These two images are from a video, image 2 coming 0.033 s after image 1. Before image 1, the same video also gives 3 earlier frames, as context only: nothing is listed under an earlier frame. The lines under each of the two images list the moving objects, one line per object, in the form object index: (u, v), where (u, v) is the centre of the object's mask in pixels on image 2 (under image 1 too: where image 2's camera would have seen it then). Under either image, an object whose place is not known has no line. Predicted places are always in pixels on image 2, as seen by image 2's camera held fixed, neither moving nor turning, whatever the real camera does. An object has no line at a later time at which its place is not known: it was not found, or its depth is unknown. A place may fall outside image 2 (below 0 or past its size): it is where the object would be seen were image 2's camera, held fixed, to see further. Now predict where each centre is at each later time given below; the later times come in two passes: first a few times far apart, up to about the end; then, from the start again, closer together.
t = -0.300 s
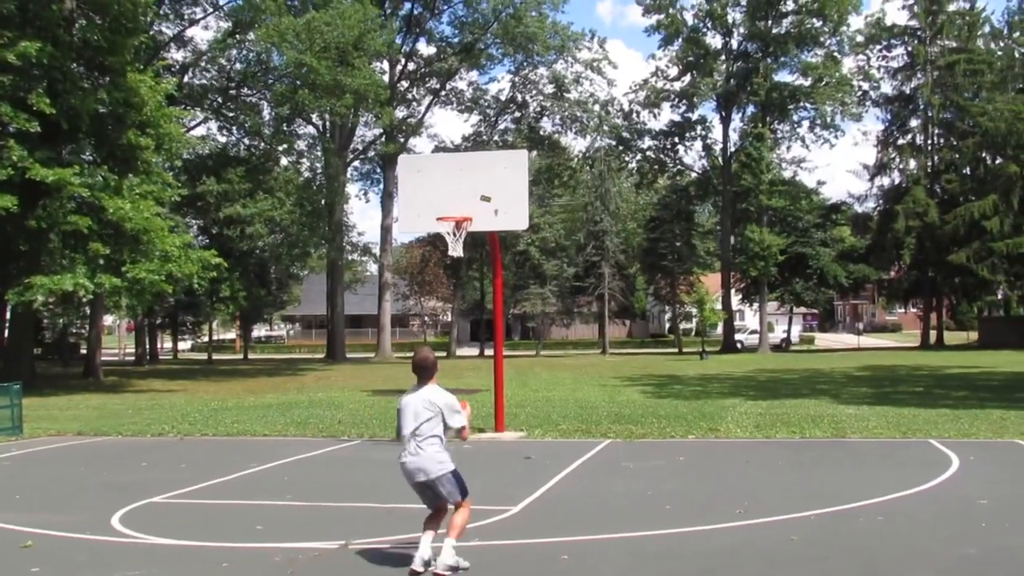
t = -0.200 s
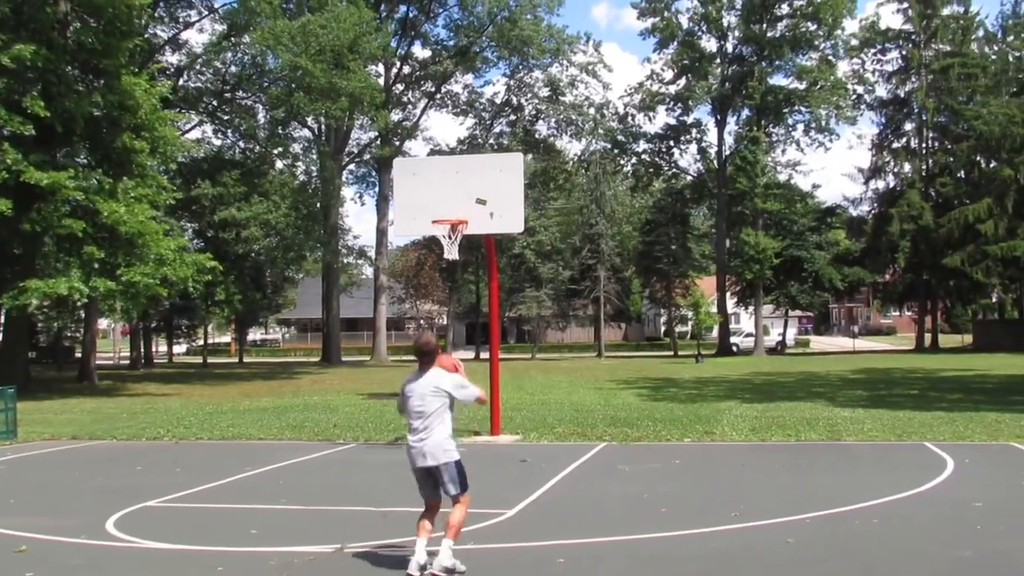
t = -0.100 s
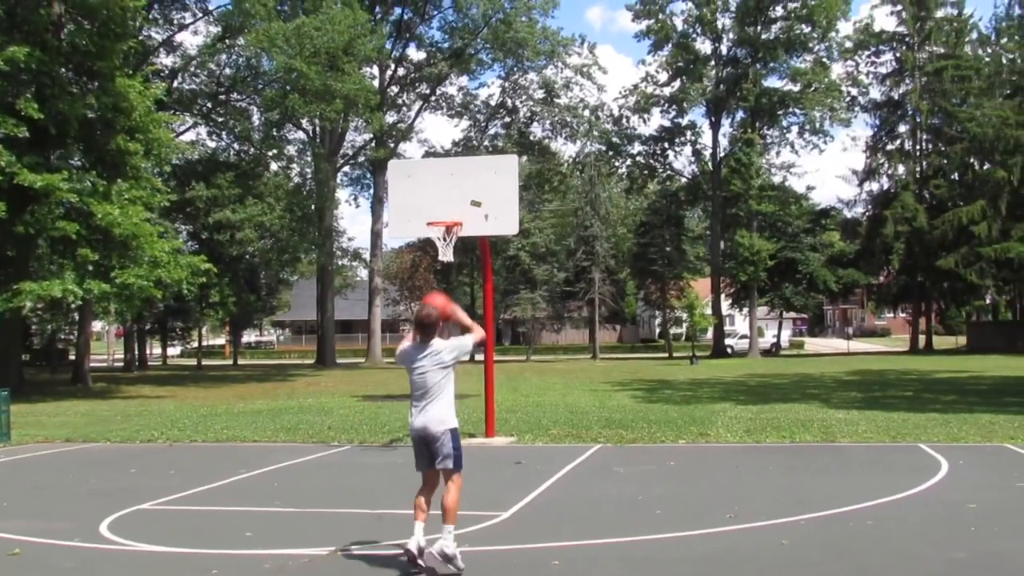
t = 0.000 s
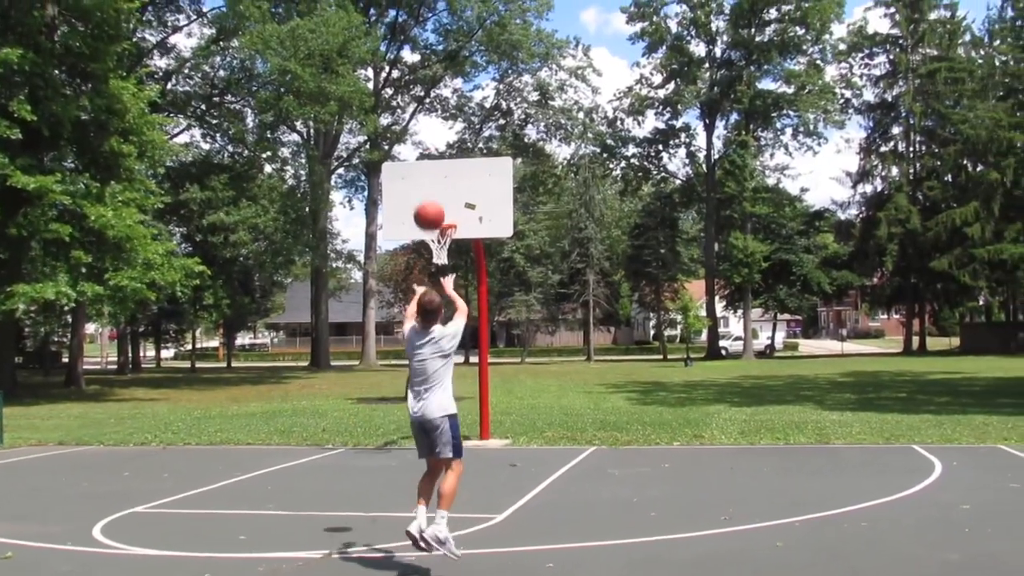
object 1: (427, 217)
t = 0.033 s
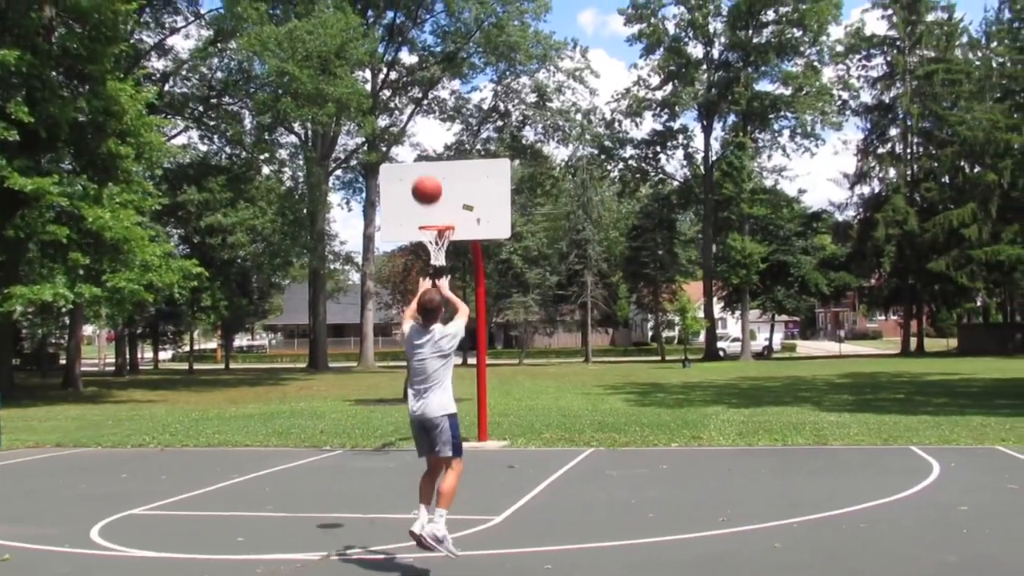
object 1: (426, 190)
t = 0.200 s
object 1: (425, 87)
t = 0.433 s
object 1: (425, 20)
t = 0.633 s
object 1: (424, 11)
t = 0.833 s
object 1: (427, 35)
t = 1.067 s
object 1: (429, 98)
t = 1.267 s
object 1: (429, 176)
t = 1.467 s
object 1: (401, 221)
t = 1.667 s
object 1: (354, 253)
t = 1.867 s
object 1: (303, 322)
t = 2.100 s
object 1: (233, 463)
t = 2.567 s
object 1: (73, 340)
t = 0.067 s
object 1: (427, 165)
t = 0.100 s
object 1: (426, 143)
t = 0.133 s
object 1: (426, 118)
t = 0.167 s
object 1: (425, 104)
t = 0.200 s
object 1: (425, 87)
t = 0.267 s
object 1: (425, 62)
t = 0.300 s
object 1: (425, 50)
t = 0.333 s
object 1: (426, 41)
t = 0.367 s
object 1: (426, 33)
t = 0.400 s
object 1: (425, 25)
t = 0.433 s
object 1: (425, 20)
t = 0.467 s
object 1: (425, 15)
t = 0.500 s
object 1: (424, 13)
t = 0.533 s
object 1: (425, 12)
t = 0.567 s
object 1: (424, 10)
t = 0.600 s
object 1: (424, 10)
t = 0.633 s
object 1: (424, 11)
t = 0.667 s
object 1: (424, 14)
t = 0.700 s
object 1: (424, 15)
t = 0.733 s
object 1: (425, 19)
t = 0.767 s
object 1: (426, 22)
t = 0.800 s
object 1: (427, 28)
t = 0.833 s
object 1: (427, 35)
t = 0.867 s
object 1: (426, 42)
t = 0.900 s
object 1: (426, 50)
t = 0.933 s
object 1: (427, 58)
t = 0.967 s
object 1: (427, 68)
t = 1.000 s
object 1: (428, 78)
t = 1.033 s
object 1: (428, 89)
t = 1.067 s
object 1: (429, 98)
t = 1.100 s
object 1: (428, 110)
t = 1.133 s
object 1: (429, 122)
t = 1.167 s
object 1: (429, 136)
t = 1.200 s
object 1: (429, 149)
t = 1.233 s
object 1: (429, 162)
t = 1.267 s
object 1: (429, 176)
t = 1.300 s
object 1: (427, 188)
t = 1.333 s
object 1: (423, 196)
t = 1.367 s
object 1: (420, 205)
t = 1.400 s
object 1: (415, 215)
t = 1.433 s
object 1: (409, 219)
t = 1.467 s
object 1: (401, 221)
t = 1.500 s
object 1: (394, 224)
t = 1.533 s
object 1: (386, 228)
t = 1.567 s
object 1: (377, 233)
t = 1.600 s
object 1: (371, 238)
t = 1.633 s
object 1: (363, 245)
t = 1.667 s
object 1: (354, 253)
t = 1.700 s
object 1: (345, 261)
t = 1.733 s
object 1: (337, 272)
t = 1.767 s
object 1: (329, 282)
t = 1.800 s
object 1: (320, 294)
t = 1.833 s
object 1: (312, 309)
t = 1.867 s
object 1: (303, 322)
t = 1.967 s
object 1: (276, 374)
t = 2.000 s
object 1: (263, 394)
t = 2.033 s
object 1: (253, 416)
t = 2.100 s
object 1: (233, 463)
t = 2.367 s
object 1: (150, 385)
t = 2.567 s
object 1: (73, 340)
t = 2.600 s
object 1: (58, 334)
